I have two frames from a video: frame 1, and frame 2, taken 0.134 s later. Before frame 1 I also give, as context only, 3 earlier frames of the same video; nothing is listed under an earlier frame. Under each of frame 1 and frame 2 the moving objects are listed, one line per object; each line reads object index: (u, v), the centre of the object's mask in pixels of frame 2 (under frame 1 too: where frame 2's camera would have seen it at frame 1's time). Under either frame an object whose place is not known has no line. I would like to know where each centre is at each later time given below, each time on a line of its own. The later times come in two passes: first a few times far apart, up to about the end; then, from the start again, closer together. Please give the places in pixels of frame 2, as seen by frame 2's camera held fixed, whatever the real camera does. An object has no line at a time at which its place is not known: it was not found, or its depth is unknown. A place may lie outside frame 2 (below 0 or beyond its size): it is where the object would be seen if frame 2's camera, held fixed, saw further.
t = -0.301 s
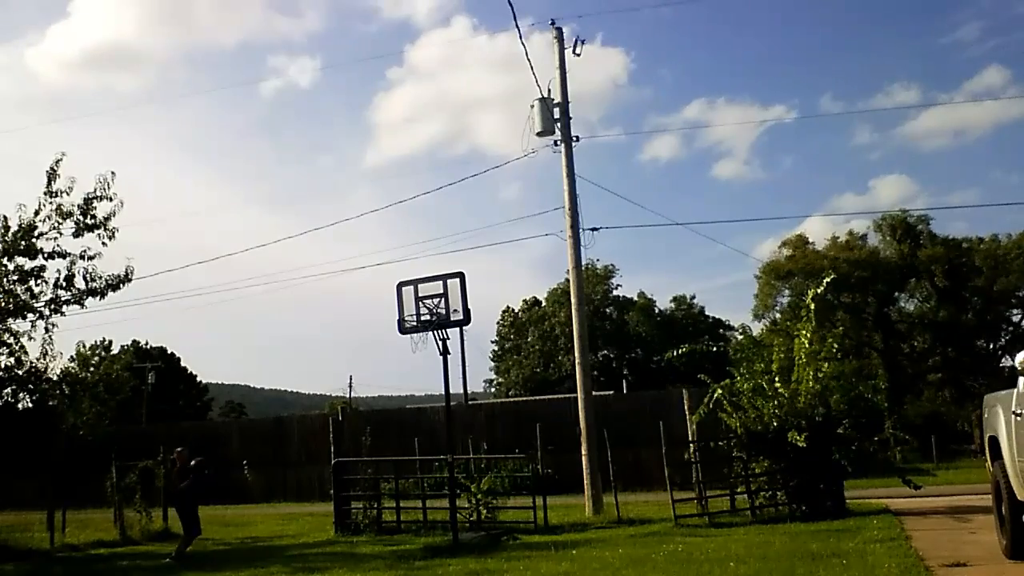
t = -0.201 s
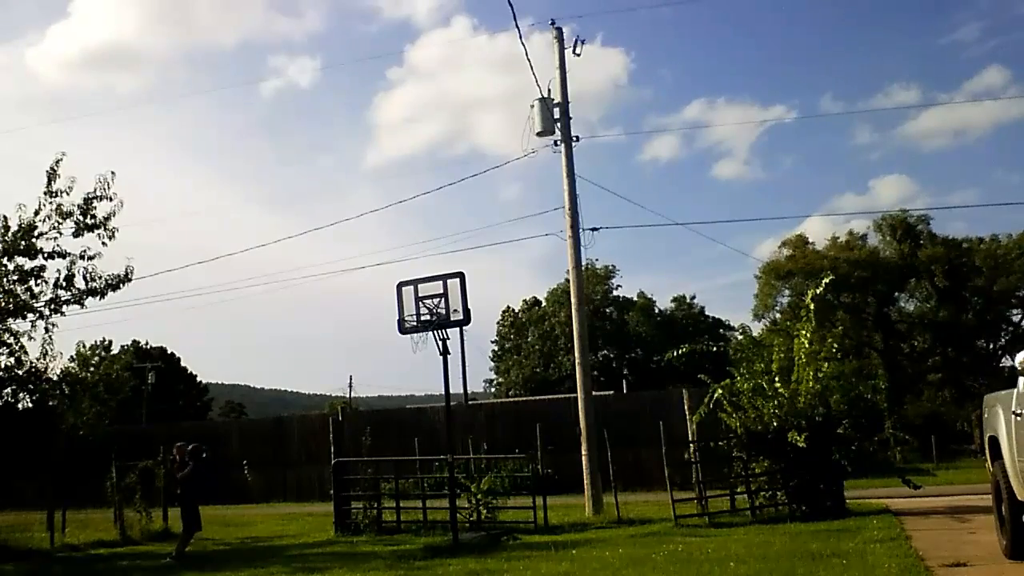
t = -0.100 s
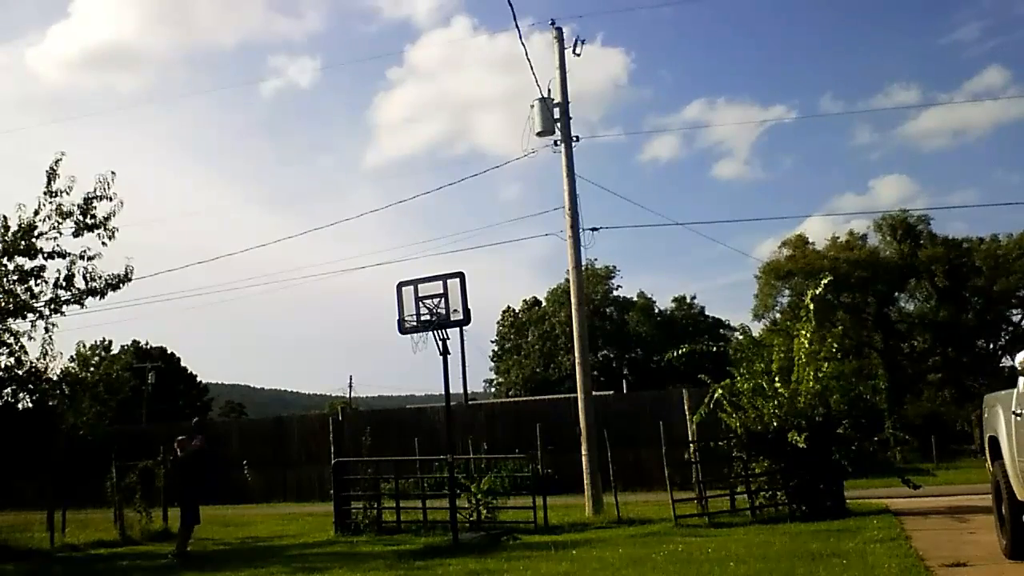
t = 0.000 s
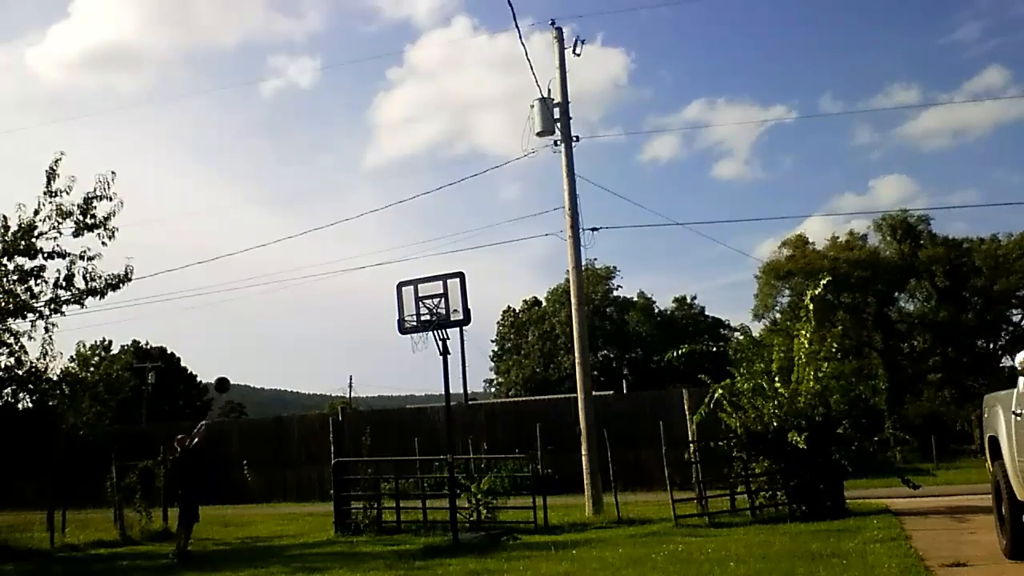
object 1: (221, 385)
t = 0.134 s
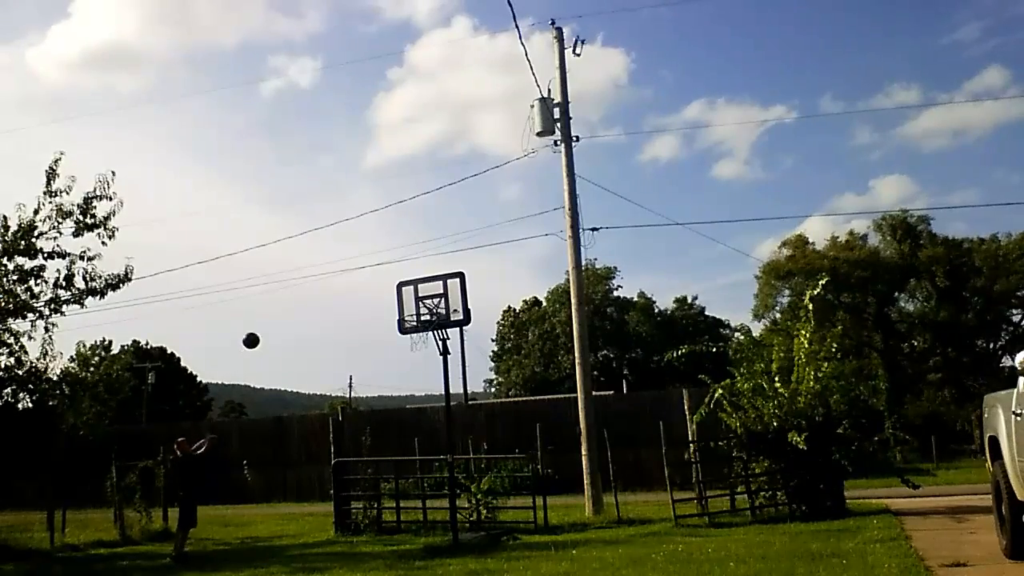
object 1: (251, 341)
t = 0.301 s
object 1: (287, 302)
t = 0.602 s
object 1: (354, 279)
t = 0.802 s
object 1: (403, 299)
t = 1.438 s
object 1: (481, 383)
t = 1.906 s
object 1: (536, 495)
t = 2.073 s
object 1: (544, 444)
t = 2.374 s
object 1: (570, 423)
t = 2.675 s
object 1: (601, 494)
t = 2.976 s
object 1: (631, 530)
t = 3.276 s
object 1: (659, 520)
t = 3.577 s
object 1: (690, 564)
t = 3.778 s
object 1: (705, 566)
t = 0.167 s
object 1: (258, 332)
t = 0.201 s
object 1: (265, 323)
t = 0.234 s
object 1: (272, 315)
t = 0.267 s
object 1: (279, 308)
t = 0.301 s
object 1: (287, 302)
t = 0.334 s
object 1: (294, 296)
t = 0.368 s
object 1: (301, 292)
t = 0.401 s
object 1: (309, 288)
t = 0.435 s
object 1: (316, 284)
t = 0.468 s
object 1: (323, 282)
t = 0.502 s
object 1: (331, 280)
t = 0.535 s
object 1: (338, 279)
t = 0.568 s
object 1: (346, 278)
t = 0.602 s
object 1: (354, 279)
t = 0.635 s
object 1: (362, 280)
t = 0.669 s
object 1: (370, 282)
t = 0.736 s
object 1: (386, 289)
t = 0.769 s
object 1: (394, 293)
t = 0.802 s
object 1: (403, 299)
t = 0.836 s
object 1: (410, 305)
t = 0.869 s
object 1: (416, 305)
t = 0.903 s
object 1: (419, 302)
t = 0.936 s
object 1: (422, 300)
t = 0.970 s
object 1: (425, 300)
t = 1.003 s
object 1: (430, 300)
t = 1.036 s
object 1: (433, 301)
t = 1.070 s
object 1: (436, 302)
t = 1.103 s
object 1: (440, 306)
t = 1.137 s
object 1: (444, 309)
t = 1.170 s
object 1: (447, 312)
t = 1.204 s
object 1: (451, 316)
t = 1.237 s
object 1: (455, 323)
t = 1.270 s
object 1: (459, 331)
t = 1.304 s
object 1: (464, 340)
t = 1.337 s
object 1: (467, 349)
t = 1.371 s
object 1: (471, 359)
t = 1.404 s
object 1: (476, 371)
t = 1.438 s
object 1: (481, 383)
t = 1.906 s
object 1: (536, 495)
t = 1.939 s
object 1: (537, 484)
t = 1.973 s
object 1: (539, 478)
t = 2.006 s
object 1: (540, 473)
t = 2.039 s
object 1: (541, 452)
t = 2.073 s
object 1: (544, 444)
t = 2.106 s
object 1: (546, 439)
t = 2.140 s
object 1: (550, 434)
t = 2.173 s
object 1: (552, 430)
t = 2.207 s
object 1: (555, 425)
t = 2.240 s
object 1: (556, 423)
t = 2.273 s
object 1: (561, 422)
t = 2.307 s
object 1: (564, 421)
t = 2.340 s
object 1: (564, 421)
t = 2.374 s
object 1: (570, 423)
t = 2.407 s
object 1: (573, 426)
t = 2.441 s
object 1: (575, 430)
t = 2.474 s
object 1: (578, 436)
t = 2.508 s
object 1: (581, 443)
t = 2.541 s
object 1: (585, 450)
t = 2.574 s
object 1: (589, 458)
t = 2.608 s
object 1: (591, 469)
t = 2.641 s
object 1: (595, 479)
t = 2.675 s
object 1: (601, 494)
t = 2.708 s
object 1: (606, 509)
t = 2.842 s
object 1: (623, 565)
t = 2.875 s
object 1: (624, 555)
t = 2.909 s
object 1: (626, 546)
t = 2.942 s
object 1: (628, 537)
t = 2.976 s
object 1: (631, 530)
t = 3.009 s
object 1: (634, 524)
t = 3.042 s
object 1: (636, 520)
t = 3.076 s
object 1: (639, 516)
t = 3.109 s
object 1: (641, 513)
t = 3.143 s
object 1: (645, 511)
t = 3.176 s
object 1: (649, 512)
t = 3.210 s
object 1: (652, 513)
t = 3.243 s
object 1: (656, 516)
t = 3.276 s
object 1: (659, 520)
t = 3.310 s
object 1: (662, 525)
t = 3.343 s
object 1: (667, 532)
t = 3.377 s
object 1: (671, 540)
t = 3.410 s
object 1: (675, 550)
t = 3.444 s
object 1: (679, 561)
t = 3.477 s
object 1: (683, 568)
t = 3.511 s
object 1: (685, 569)
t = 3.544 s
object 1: (688, 566)
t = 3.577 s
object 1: (690, 564)
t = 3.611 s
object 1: (693, 562)
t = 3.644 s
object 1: (694, 561)
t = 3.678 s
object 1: (697, 561)
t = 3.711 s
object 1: (700, 562)
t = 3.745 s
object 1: (703, 564)
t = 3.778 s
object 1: (705, 566)
